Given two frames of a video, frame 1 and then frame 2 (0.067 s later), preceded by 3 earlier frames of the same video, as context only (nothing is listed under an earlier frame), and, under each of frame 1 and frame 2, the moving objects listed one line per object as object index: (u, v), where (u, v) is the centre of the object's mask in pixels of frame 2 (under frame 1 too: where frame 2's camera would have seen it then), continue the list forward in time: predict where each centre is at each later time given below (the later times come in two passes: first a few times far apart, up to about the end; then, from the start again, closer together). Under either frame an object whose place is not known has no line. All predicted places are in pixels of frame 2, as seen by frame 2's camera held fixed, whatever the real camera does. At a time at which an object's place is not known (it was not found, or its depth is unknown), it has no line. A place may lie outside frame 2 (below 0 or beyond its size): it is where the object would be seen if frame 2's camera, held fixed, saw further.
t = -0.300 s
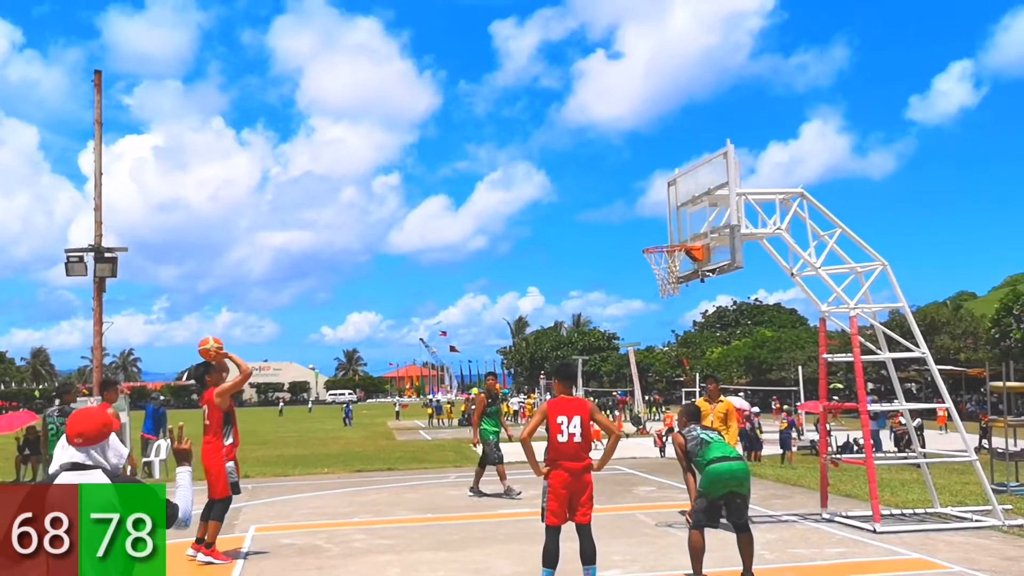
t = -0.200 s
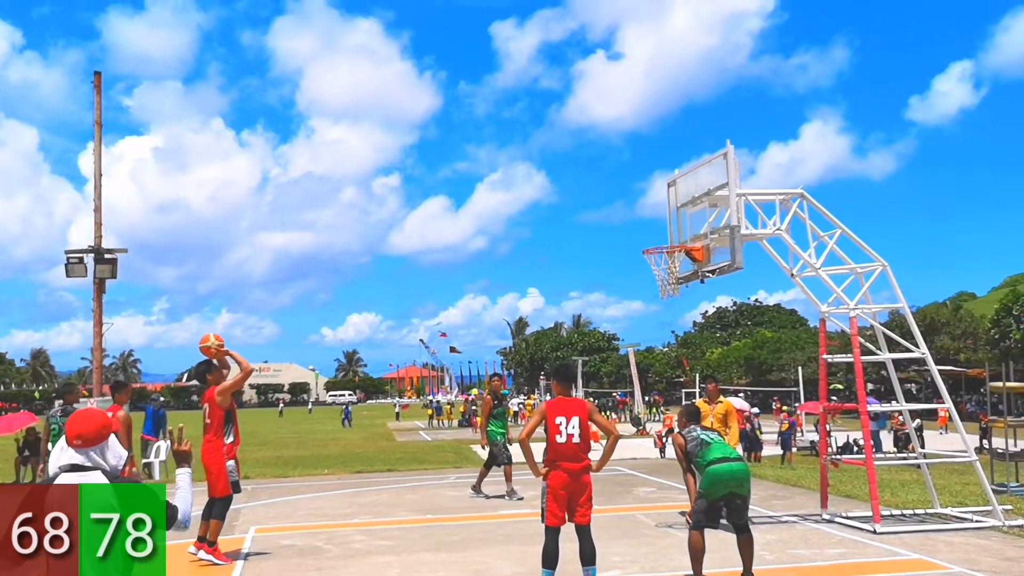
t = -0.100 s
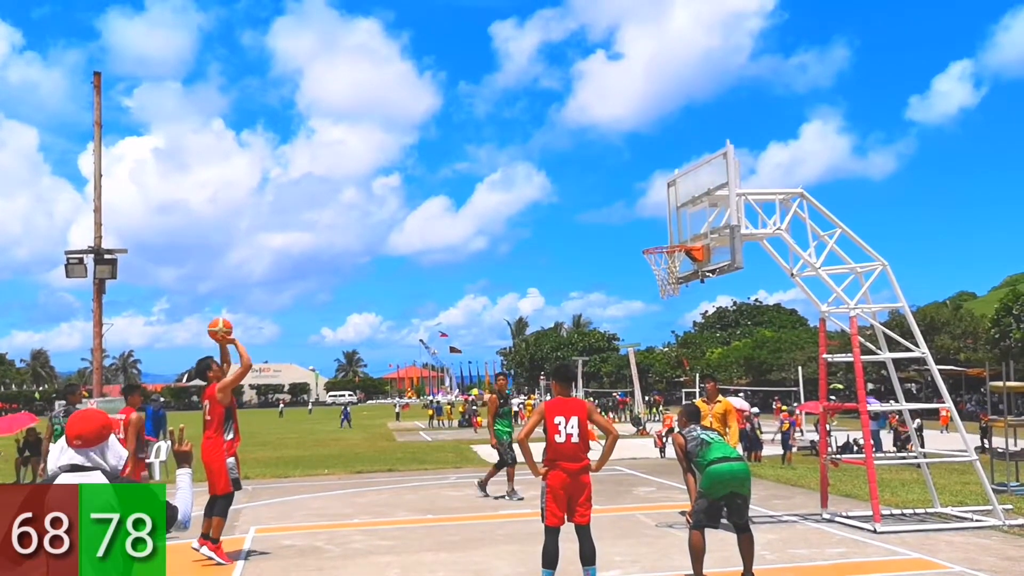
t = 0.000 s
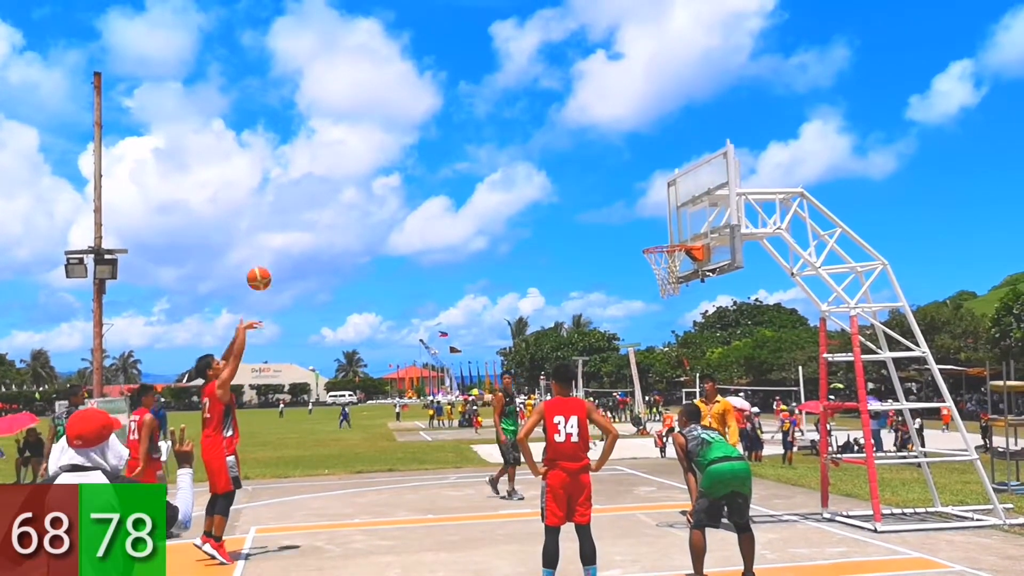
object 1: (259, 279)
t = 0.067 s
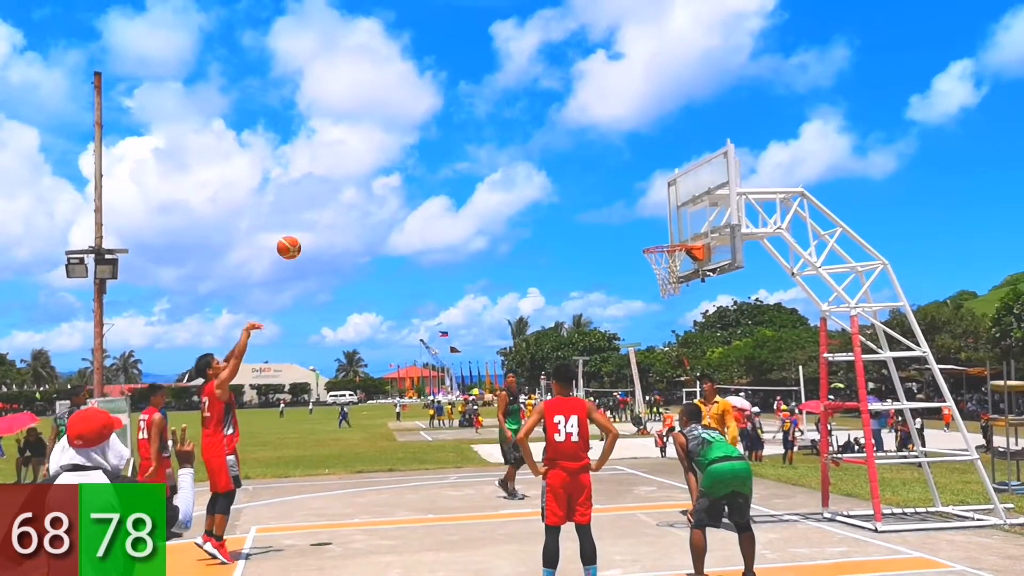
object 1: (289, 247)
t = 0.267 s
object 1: (375, 183)
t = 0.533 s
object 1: (486, 157)
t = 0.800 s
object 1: (595, 195)
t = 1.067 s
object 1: (685, 274)
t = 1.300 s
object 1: (680, 337)
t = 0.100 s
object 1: (303, 234)
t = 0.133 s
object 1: (318, 222)
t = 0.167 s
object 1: (332, 210)
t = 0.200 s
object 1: (346, 200)
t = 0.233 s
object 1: (361, 191)
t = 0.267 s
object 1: (375, 183)
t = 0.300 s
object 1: (389, 176)
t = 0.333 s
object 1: (403, 170)
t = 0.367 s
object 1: (417, 165)
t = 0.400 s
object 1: (431, 161)
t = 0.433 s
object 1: (445, 158)
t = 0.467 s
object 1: (459, 157)
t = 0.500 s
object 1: (472, 156)
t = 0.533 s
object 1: (486, 157)
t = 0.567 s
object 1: (500, 158)
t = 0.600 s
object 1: (513, 160)
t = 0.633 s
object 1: (527, 164)
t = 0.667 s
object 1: (541, 168)
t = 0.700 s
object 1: (555, 173)
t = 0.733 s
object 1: (568, 180)
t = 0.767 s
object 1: (581, 187)
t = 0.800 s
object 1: (595, 195)
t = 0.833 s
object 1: (608, 205)
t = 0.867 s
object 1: (622, 215)
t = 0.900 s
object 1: (635, 226)
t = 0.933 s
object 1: (648, 238)
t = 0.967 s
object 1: (661, 252)
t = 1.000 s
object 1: (674, 264)
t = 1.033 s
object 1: (681, 271)
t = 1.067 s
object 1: (685, 274)
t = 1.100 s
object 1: (687, 280)
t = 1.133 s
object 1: (685, 286)
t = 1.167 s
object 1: (684, 293)
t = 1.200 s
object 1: (683, 302)
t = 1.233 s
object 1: (683, 313)
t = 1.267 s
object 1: (681, 324)
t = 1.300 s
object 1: (680, 337)
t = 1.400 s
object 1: (679, 382)
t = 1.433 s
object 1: (678, 397)
